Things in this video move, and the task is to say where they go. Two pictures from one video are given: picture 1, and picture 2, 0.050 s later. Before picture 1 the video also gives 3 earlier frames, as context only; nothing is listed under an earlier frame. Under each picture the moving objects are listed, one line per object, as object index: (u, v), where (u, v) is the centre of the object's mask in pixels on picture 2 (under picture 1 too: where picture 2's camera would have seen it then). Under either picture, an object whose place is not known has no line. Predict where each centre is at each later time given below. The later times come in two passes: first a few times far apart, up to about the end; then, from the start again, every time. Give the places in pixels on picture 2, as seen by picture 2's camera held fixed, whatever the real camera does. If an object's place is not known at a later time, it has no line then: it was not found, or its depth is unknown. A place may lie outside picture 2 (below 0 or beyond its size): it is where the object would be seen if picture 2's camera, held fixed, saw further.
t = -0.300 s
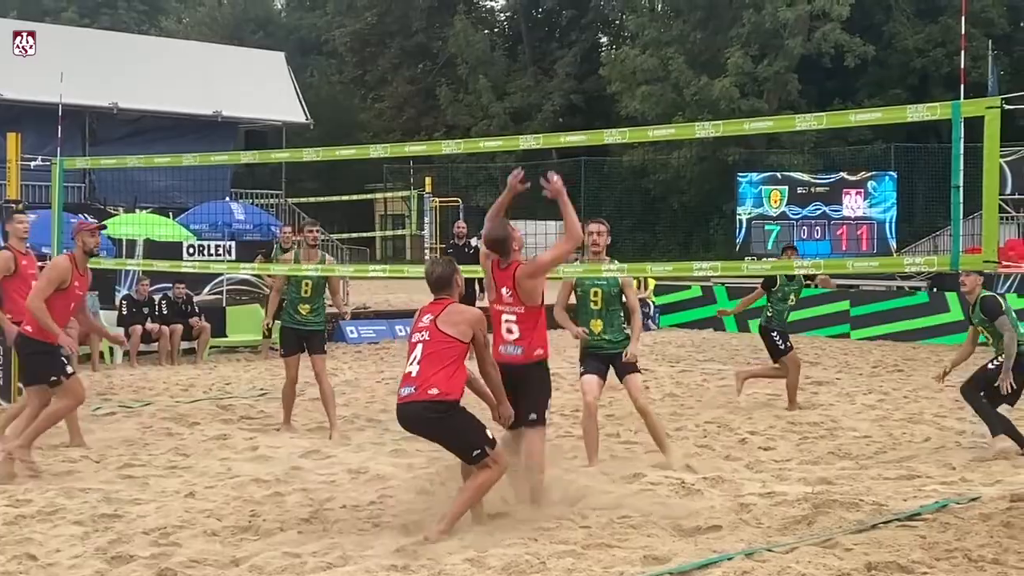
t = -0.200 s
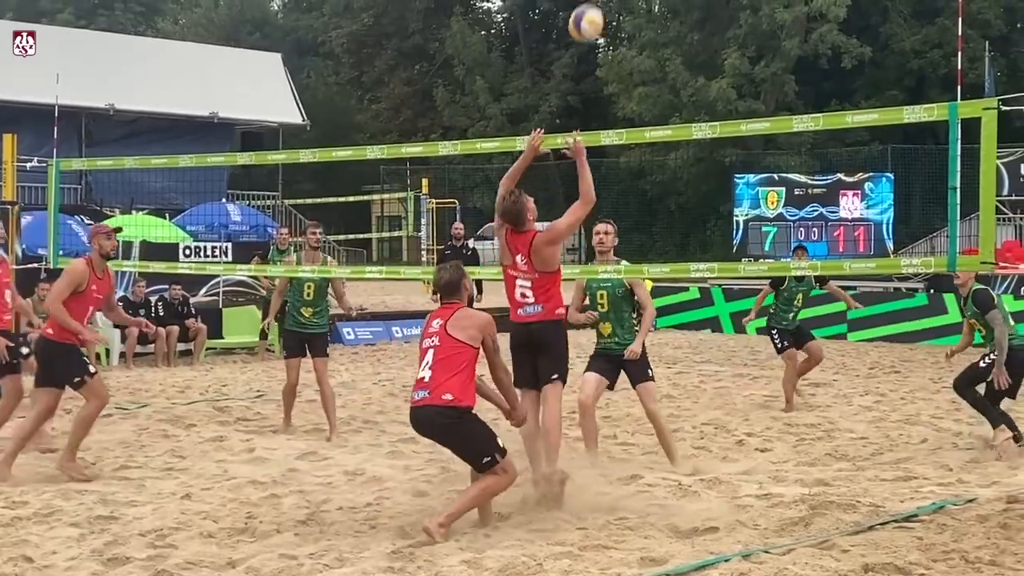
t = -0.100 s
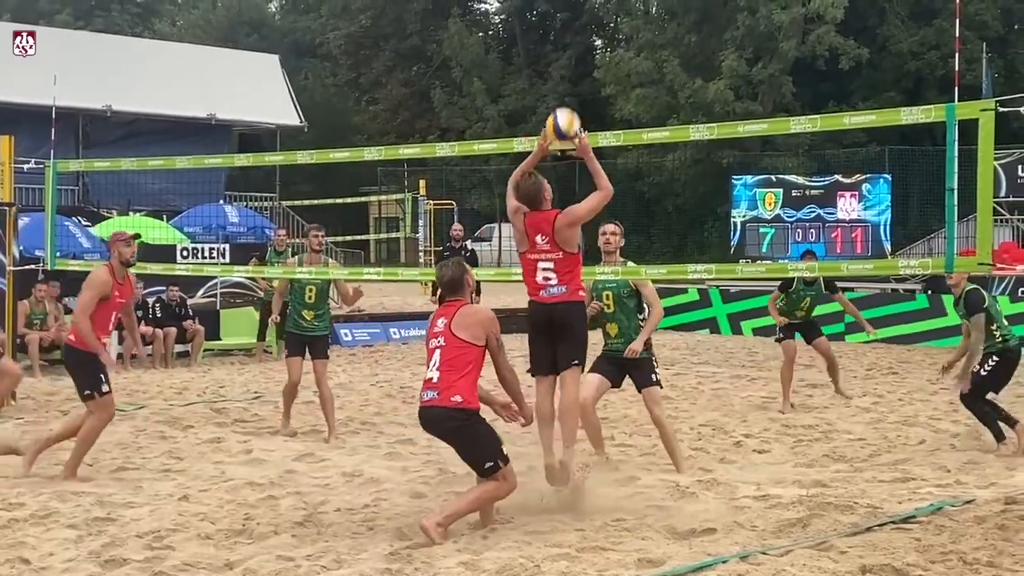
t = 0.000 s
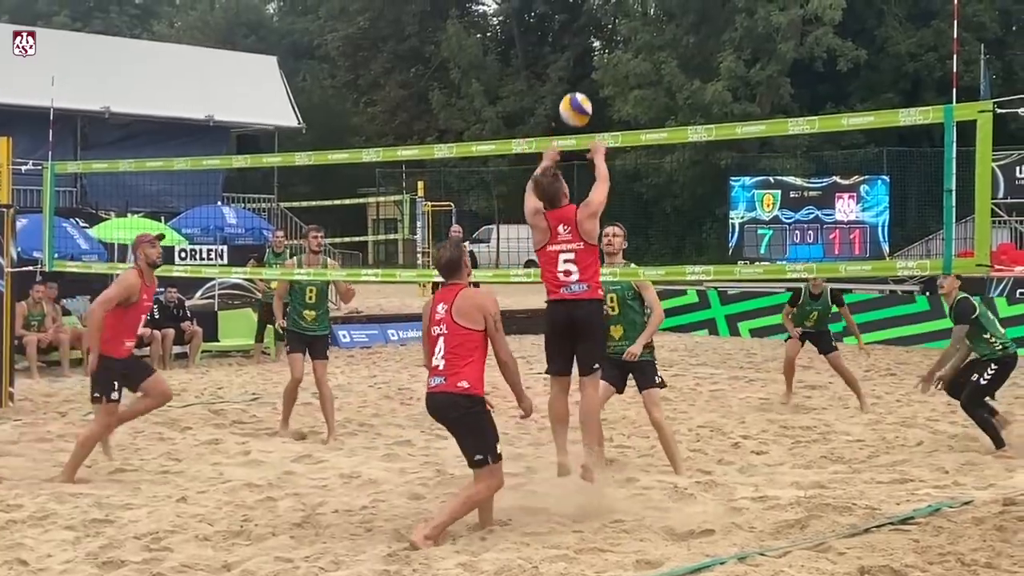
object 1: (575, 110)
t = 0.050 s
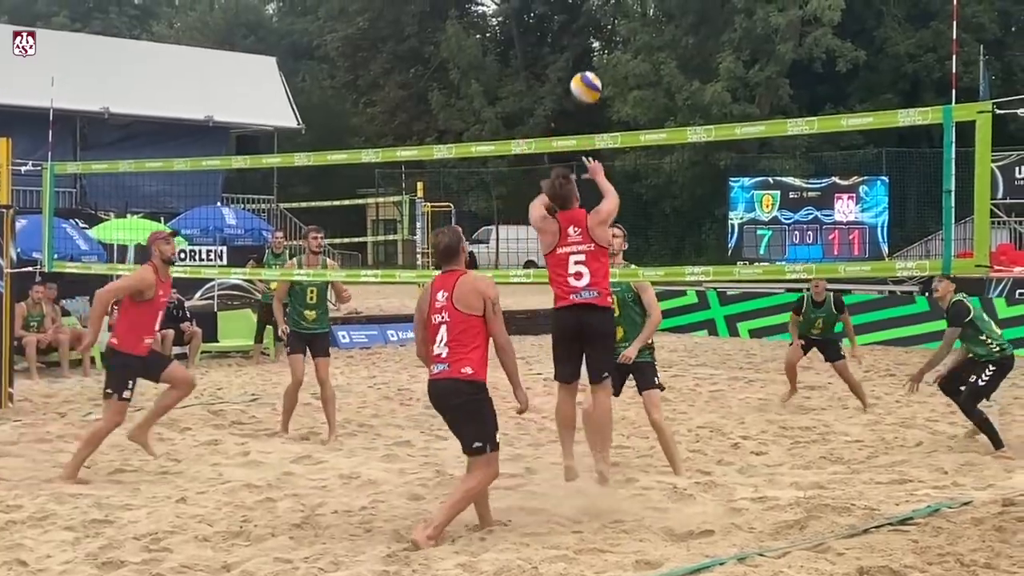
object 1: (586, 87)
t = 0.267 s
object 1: (619, 48)
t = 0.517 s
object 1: (638, 85)
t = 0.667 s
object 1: (646, 127)
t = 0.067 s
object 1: (589, 81)
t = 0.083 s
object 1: (593, 75)
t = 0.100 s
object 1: (595, 71)
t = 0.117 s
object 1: (598, 66)
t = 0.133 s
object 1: (601, 63)
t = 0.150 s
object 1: (603, 58)
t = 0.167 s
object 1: (606, 55)
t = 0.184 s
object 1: (608, 53)
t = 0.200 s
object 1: (611, 51)
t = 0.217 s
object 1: (613, 50)
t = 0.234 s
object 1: (615, 49)
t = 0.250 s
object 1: (617, 49)
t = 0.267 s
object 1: (619, 48)
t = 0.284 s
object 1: (621, 49)
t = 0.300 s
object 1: (622, 49)
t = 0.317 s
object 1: (624, 50)
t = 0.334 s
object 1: (625, 52)
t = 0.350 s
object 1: (627, 53)
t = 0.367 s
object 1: (628, 55)
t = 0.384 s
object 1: (629, 57)
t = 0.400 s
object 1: (631, 61)
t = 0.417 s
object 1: (632, 63)
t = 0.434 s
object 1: (633, 66)
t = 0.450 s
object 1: (634, 70)
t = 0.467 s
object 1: (635, 73)
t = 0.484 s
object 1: (636, 77)
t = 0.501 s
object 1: (637, 81)
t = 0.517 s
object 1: (638, 85)
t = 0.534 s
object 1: (639, 90)
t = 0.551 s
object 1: (640, 94)
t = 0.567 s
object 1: (641, 100)
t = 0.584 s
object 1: (641, 105)
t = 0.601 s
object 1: (642, 110)
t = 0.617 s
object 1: (643, 116)
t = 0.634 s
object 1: (644, 121)
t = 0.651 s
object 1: (645, 124)
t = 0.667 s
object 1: (646, 127)
